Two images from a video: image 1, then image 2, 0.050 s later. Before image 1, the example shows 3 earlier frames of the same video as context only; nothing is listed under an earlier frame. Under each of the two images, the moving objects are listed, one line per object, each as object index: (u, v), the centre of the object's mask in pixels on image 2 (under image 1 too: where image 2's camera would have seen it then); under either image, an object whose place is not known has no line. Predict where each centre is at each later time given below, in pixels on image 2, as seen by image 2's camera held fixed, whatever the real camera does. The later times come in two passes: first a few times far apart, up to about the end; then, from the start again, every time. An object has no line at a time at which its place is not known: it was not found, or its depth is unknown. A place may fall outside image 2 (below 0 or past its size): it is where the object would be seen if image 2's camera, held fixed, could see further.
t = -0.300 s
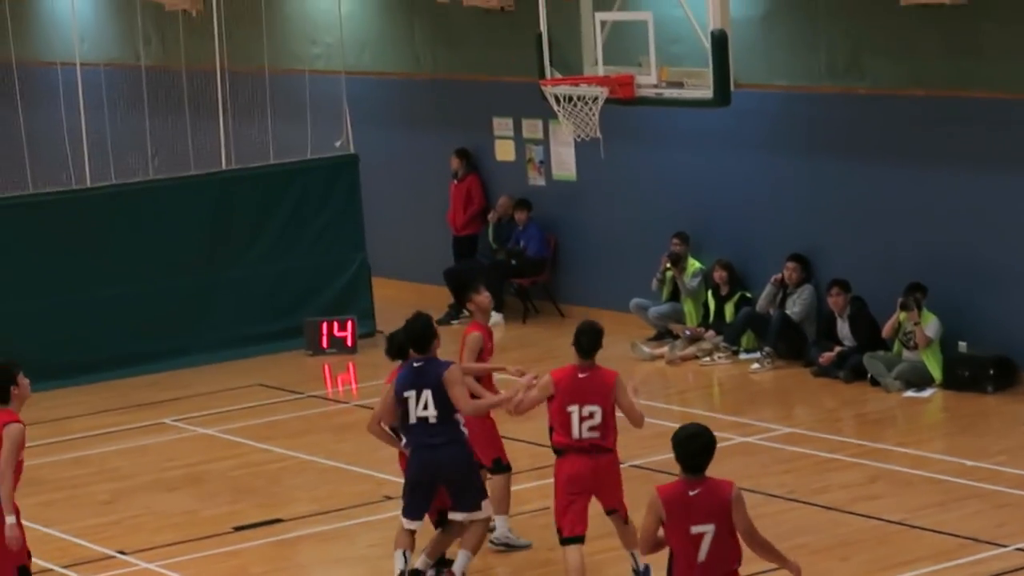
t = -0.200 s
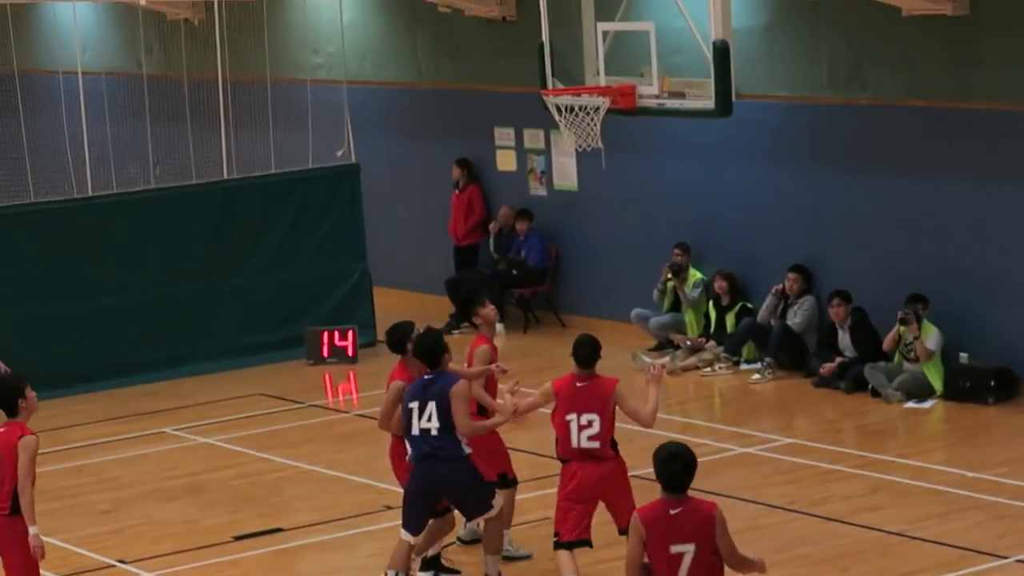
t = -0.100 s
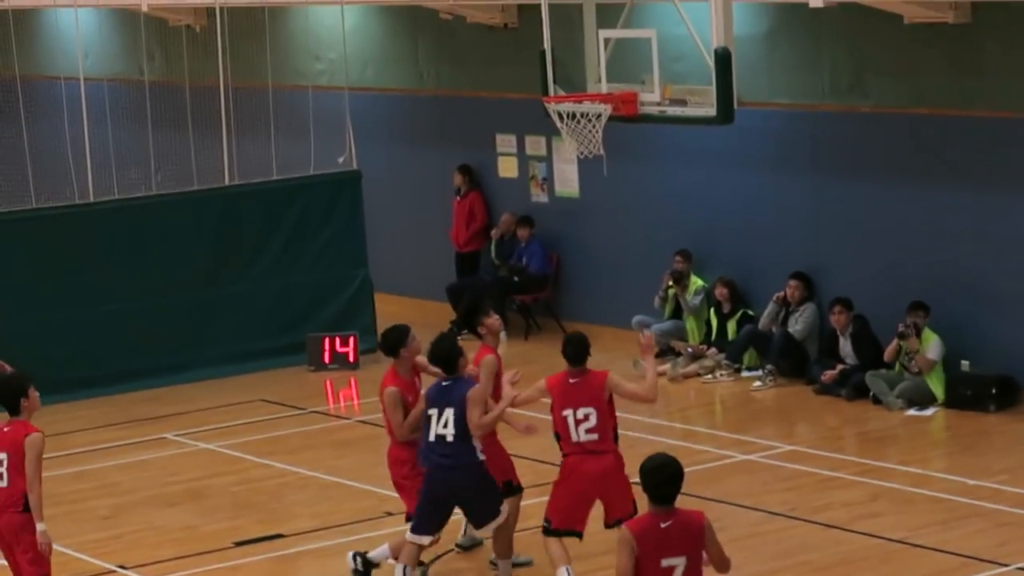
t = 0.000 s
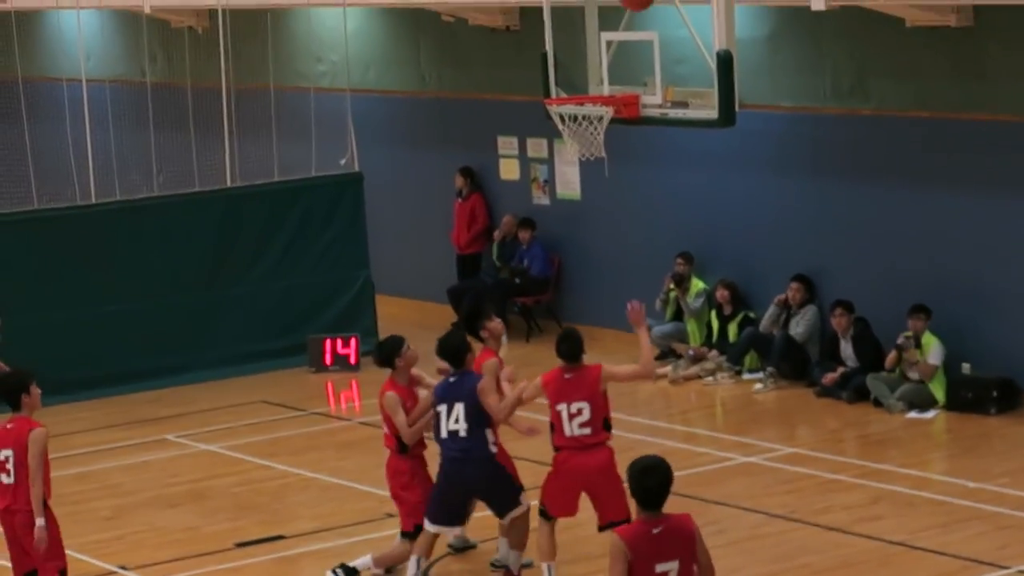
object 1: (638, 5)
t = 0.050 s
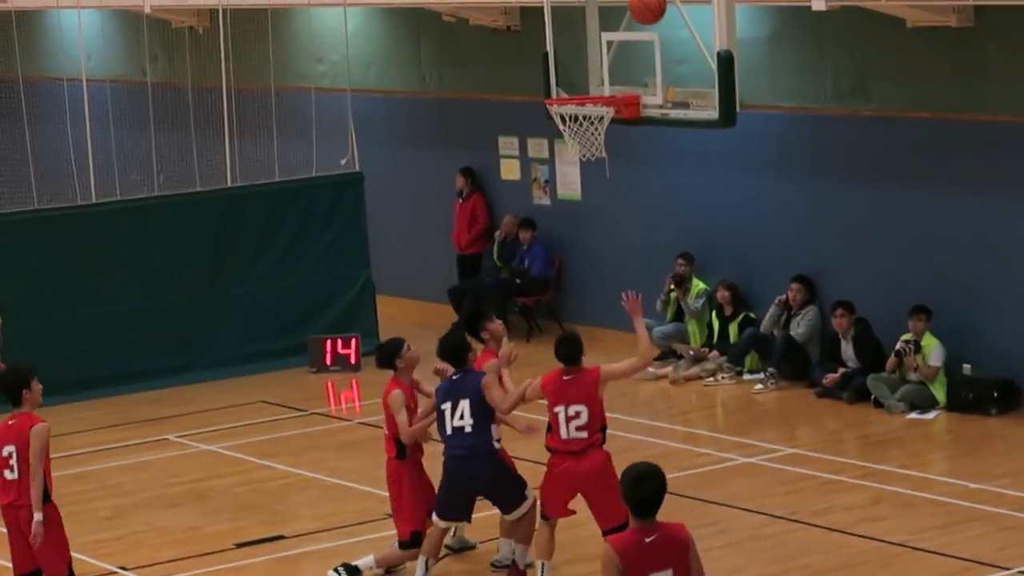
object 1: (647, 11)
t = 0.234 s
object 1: (609, 85)
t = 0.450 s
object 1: (576, 33)
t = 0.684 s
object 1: (544, 59)
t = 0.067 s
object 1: (650, 13)
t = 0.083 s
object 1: (654, 16)
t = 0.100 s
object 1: (651, 21)
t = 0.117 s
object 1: (645, 29)
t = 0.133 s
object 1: (640, 35)
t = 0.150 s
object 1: (635, 42)
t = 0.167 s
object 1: (630, 50)
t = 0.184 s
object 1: (625, 58)
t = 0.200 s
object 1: (619, 66)
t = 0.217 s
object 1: (614, 75)
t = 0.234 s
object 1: (609, 85)
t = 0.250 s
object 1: (606, 81)
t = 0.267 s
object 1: (604, 73)
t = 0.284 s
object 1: (601, 67)
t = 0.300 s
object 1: (598, 62)
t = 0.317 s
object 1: (596, 57)
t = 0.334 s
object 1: (594, 52)
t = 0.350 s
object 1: (591, 48)
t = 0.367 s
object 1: (589, 45)
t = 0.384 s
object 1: (586, 42)
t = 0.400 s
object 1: (583, 39)
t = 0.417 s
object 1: (581, 36)
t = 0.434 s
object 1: (579, 34)
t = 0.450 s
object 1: (576, 33)
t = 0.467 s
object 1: (574, 32)
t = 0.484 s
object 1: (571, 31)
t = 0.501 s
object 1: (569, 31)
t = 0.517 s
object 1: (567, 31)
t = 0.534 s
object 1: (565, 32)
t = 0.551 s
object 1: (562, 33)
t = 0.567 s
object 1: (560, 35)
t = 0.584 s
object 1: (558, 37)
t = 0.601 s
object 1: (555, 39)
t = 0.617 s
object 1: (553, 42)
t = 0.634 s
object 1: (551, 46)
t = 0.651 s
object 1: (549, 49)
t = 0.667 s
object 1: (546, 54)
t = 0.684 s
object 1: (544, 59)
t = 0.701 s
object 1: (542, 64)
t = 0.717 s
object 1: (540, 70)
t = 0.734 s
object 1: (538, 76)
